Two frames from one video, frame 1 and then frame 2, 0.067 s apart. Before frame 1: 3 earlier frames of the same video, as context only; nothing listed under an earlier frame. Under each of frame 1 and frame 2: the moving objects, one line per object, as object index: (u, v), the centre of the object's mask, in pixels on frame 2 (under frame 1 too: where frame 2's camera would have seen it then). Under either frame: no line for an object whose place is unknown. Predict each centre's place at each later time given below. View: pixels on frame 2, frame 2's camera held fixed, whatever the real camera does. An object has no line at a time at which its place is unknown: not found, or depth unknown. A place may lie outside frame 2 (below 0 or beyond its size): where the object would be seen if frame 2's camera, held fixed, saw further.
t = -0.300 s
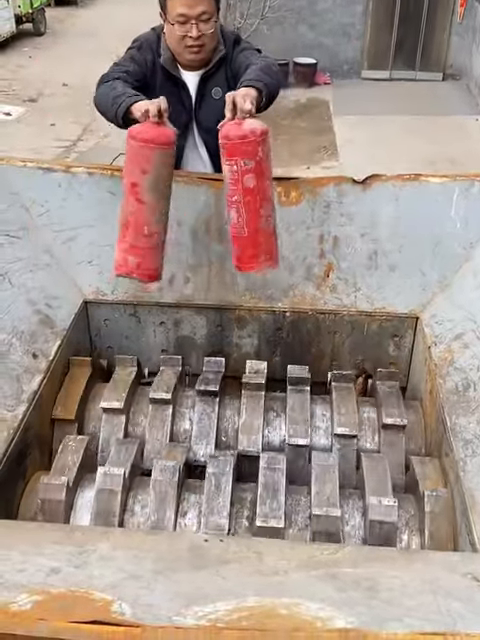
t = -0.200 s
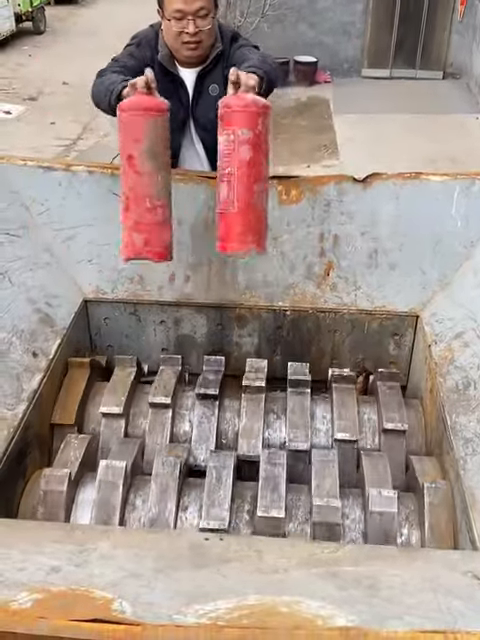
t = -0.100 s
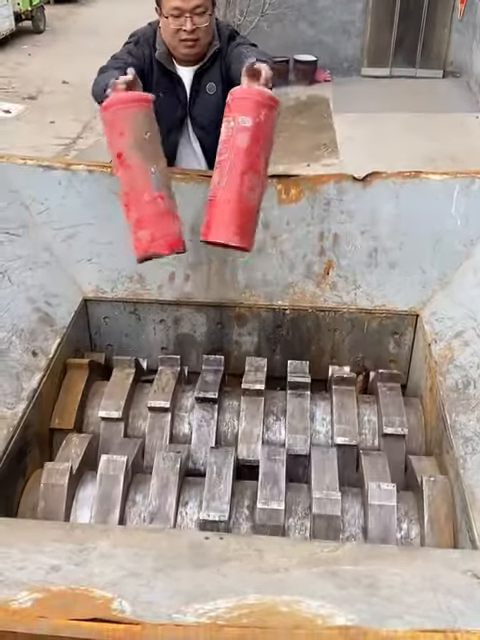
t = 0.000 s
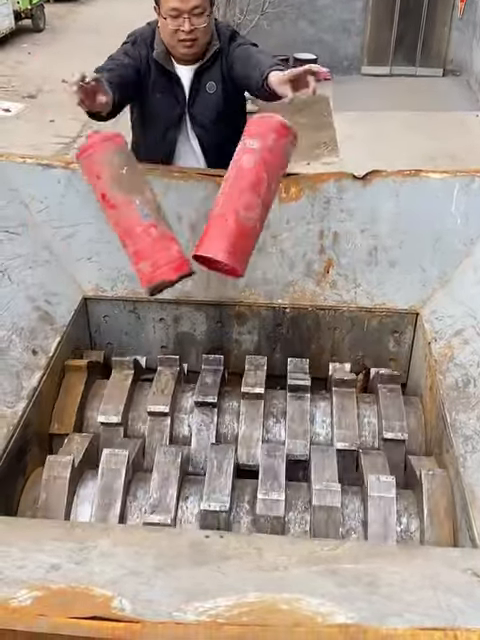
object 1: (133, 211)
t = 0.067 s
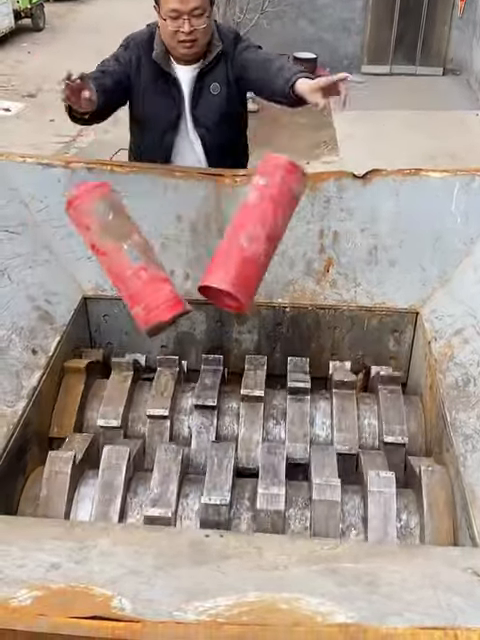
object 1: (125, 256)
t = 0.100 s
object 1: (121, 284)
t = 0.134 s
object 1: (119, 315)
